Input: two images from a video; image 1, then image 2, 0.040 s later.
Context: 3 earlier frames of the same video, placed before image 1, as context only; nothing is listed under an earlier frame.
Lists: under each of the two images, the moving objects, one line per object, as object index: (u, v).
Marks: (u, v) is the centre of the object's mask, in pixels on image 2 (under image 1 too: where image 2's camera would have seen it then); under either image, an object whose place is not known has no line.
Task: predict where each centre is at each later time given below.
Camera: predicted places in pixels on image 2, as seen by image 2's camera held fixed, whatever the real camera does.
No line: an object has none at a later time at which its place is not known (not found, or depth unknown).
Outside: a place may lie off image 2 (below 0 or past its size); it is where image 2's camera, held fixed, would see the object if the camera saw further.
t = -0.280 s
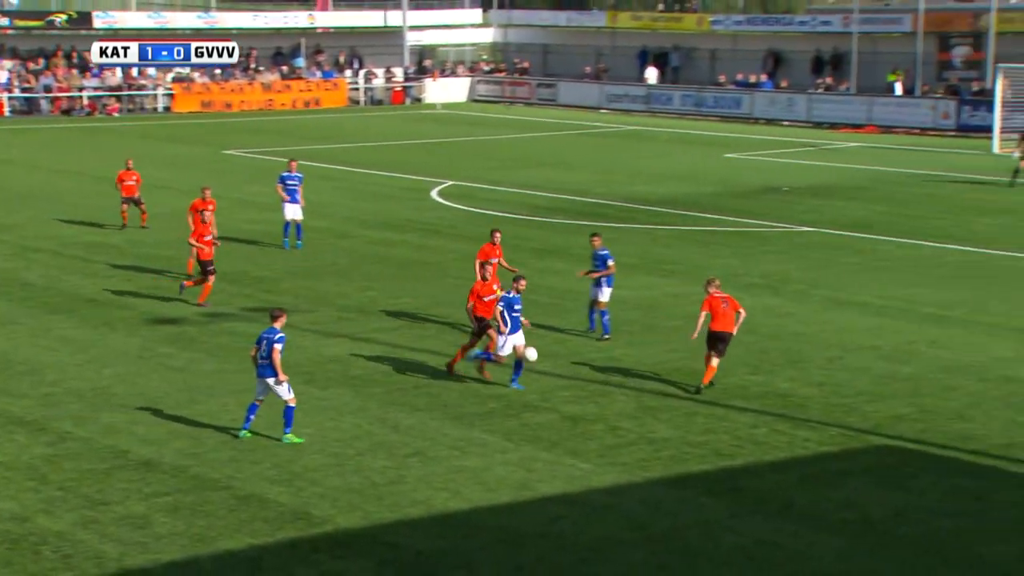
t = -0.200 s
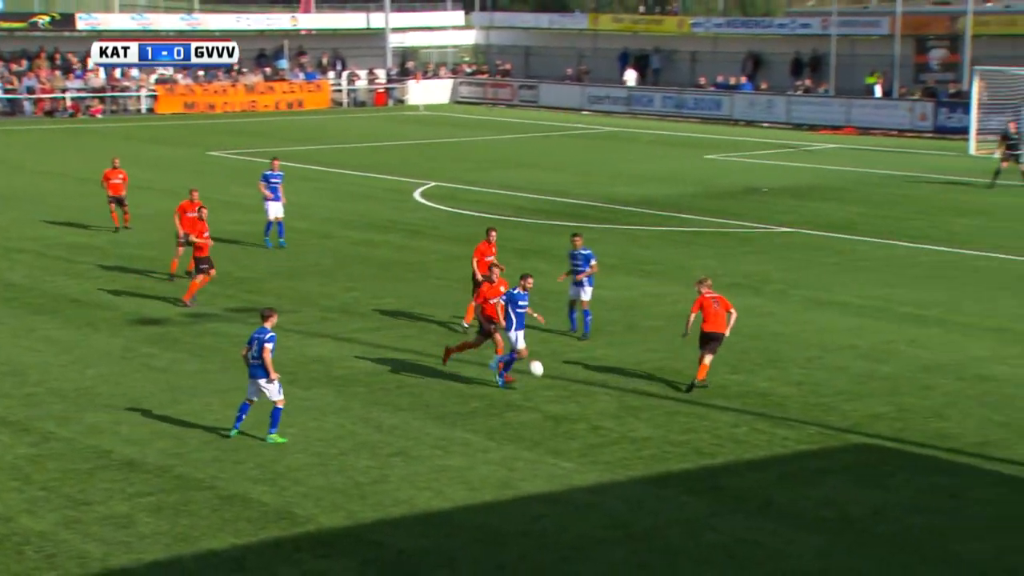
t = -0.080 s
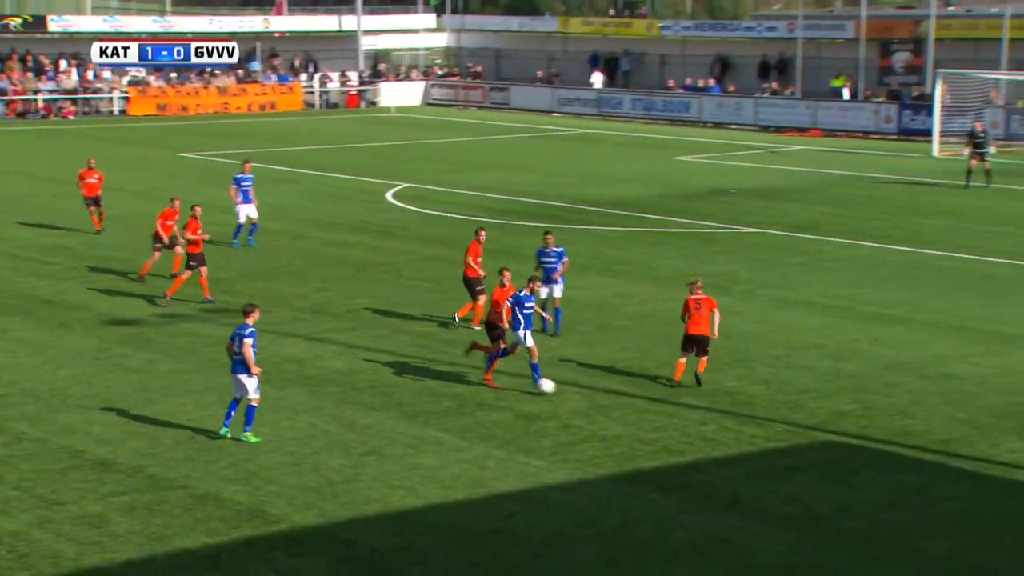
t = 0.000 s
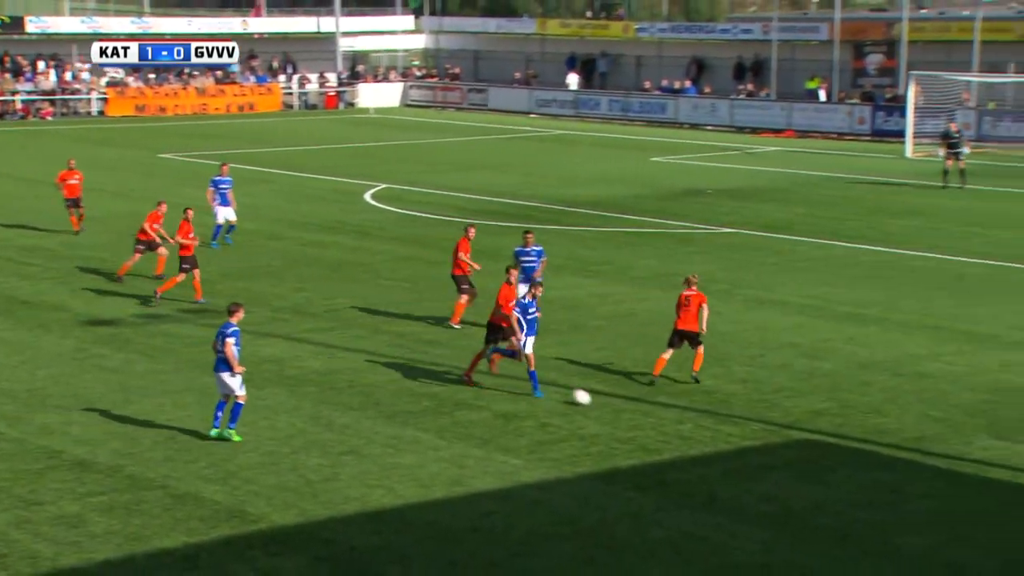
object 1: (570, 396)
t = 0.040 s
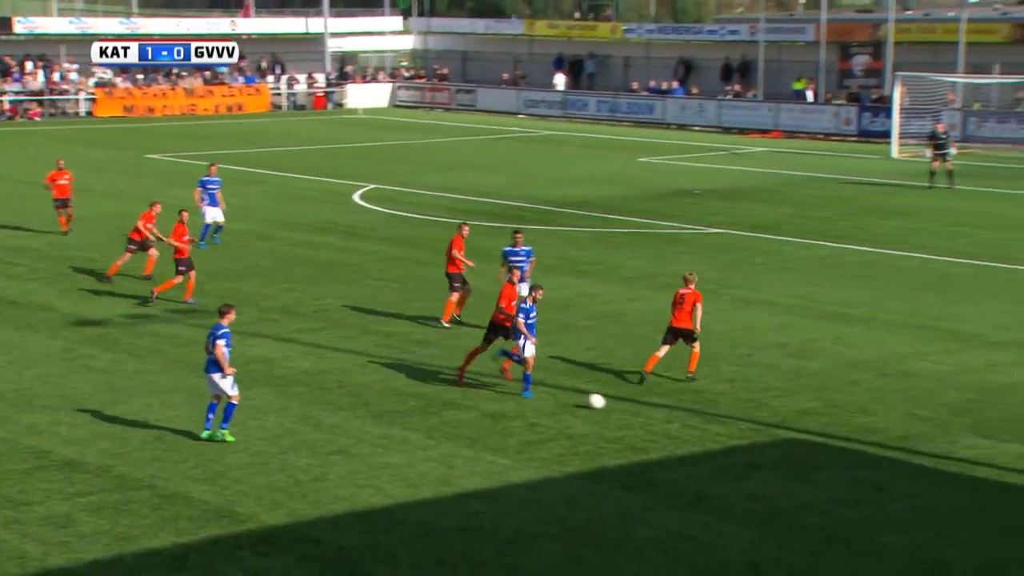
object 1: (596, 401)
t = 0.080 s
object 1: (622, 403)
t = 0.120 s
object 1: (648, 407)
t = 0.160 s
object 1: (675, 412)
